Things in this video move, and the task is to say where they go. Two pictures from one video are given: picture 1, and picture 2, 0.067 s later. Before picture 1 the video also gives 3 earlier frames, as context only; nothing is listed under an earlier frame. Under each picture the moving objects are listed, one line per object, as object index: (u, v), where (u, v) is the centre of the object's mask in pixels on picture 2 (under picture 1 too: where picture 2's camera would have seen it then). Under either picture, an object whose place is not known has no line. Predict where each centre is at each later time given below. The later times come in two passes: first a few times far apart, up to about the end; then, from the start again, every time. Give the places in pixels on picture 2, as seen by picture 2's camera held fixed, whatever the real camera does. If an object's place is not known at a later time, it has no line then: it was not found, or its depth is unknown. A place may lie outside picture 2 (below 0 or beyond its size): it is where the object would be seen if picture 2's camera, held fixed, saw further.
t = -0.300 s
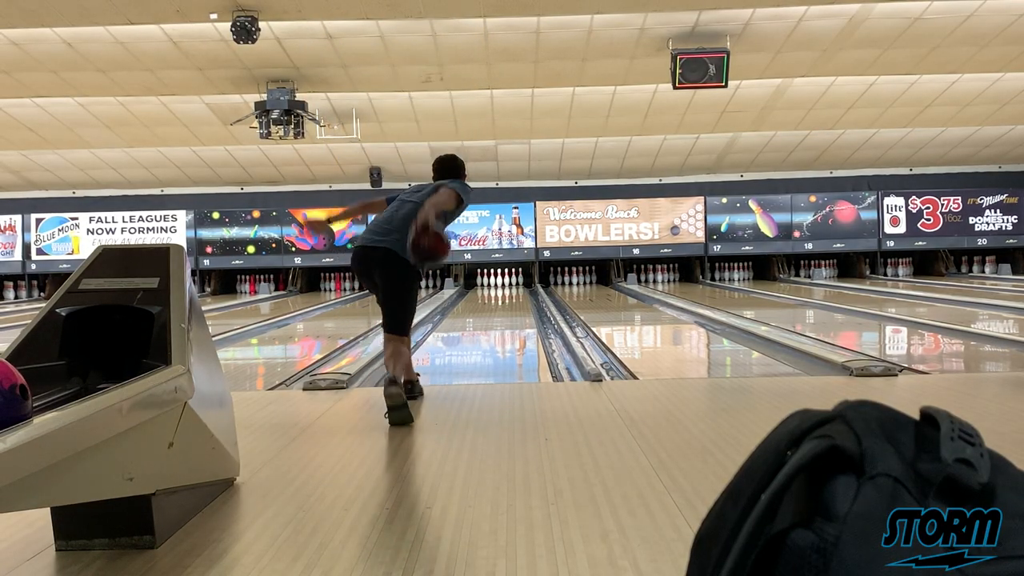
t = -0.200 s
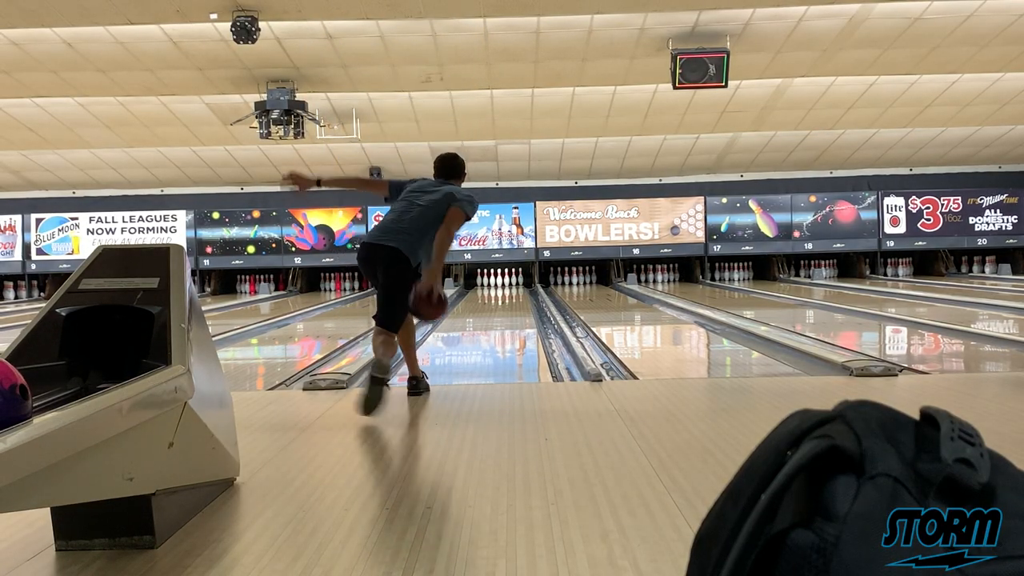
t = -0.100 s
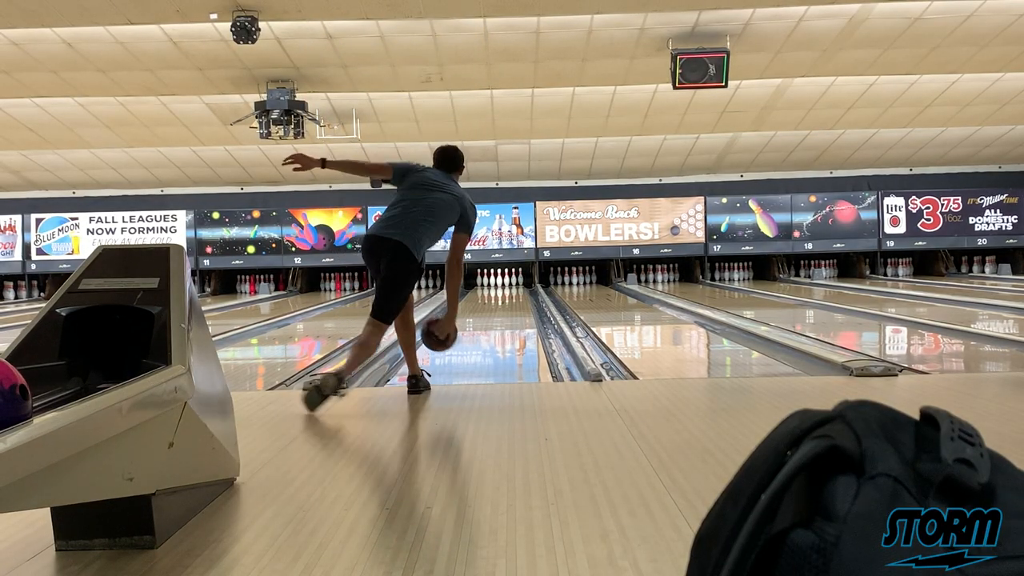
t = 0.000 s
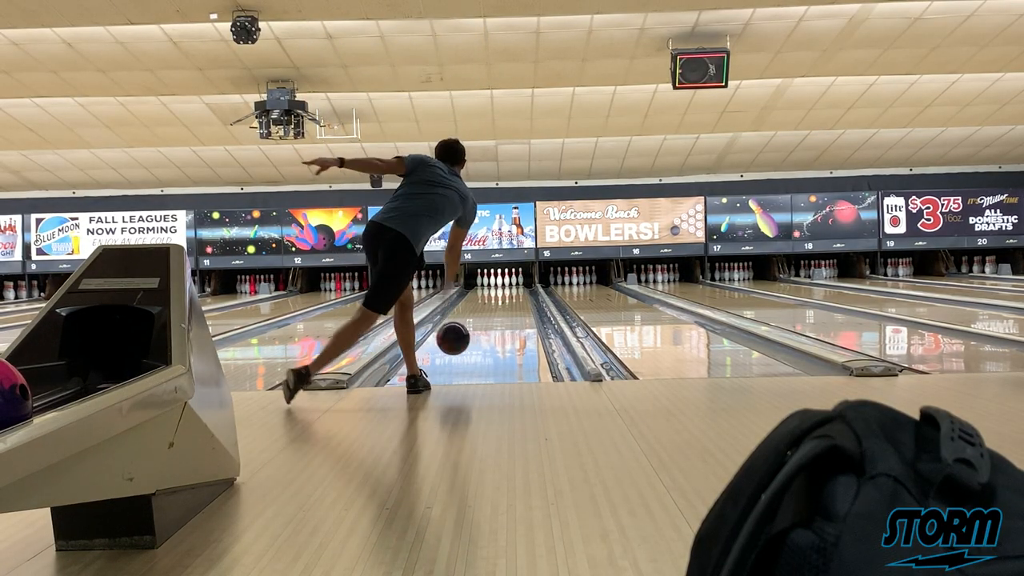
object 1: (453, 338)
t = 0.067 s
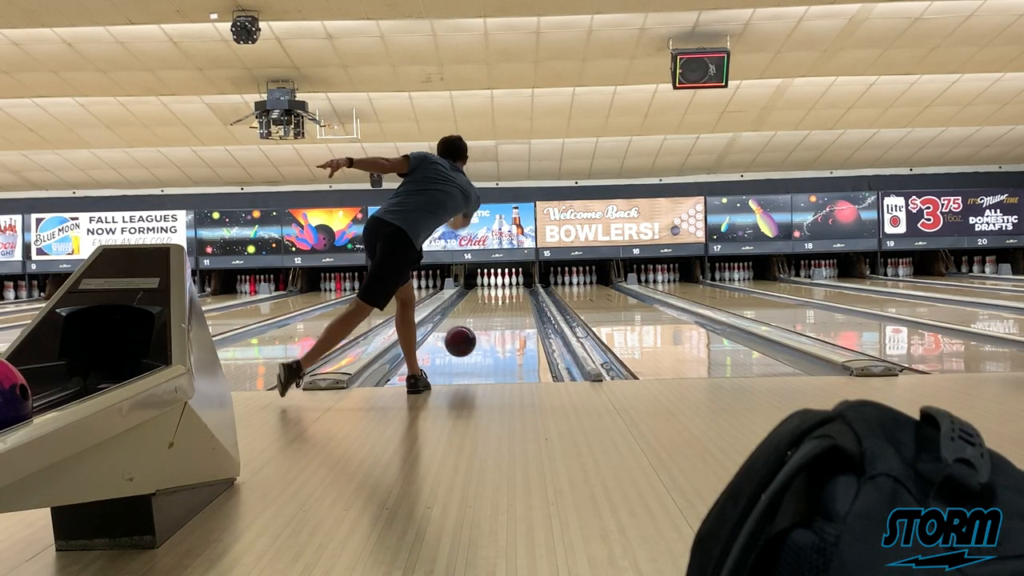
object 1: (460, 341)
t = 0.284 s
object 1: (479, 340)
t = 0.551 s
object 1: (494, 324)
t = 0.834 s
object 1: (505, 313)
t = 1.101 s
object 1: (512, 304)
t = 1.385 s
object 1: (517, 298)
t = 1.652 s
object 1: (520, 293)
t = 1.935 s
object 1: (520, 288)
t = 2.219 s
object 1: (515, 286)
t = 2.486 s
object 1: (508, 284)
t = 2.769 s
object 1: (504, 282)
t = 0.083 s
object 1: (462, 343)
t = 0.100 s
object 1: (463, 345)
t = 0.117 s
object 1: (465, 347)
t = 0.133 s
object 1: (467, 350)
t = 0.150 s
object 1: (468, 350)
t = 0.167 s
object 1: (469, 348)
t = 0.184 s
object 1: (471, 346)
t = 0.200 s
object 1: (472, 345)
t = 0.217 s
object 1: (473, 344)
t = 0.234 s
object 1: (475, 343)
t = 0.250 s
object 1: (476, 342)
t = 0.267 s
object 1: (477, 341)
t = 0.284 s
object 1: (479, 340)
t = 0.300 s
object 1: (480, 338)
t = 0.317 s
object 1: (481, 337)
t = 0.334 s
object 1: (482, 336)
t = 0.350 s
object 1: (483, 335)
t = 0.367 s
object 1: (484, 334)
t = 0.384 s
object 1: (485, 333)
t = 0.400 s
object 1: (486, 332)
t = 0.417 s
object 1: (487, 331)
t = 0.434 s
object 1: (488, 330)
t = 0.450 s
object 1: (489, 329)
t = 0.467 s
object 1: (490, 328)
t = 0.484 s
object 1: (491, 327)
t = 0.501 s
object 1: (491, 326)
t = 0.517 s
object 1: (492, 326)
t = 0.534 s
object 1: (493, 325)
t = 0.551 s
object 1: (494, 324)
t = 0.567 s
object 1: (494, 323)
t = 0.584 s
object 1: (495, 322)
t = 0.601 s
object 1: (496, 322)
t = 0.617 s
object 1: (497, 321)
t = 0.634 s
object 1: (498, 320)
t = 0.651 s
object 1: (498, 320)
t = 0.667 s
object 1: (499, 319)
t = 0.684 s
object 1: (500, 318)
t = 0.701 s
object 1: (500, 318)
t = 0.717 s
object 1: (501, 317)
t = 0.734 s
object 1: (501, 317)
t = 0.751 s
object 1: (502, 316)
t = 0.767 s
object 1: (502, 315)
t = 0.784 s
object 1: (503, 315)
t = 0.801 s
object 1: (504, 314)
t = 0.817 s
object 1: (504, 314)
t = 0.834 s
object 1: (505, 313)
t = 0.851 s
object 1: (506, 312)
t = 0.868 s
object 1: (506, 312)
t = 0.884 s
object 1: (507, 311)
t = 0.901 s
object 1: (507, 311)
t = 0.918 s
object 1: (507, 310)
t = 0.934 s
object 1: (508, 309)
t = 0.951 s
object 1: (509, 309)
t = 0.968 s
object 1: (509, 308)
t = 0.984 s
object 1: (509, 308)
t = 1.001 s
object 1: (510, 307)
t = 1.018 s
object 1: (510, 307)
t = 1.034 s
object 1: (511, 306)
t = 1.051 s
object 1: (511, 306)
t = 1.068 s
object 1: (511, 305)
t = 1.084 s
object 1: (512, 305)
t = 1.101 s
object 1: (512, 304)
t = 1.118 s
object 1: (513, 304)
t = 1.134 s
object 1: (513, 304)
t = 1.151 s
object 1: (513, 303)
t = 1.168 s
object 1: (514, 303)
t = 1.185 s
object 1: (514, 302)
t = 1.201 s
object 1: (514, 302)
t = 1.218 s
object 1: (515, 301)
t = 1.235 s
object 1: (515, 301)
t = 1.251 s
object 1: (515, 301)
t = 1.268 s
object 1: (515, 300)
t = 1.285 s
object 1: (516, 300)
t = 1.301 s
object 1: (516, 299)
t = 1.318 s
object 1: (516, 299)
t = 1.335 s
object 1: (517, 299)
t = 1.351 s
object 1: (517, 298)
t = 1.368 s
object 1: (517, 298)
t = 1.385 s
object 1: (517, 298)
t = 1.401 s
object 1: (517, 298)
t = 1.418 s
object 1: (518, 297)
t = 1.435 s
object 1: (518, 297)
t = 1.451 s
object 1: (518, 296)
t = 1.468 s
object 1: (518, 296)
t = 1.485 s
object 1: (518, 296)
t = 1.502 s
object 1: (519, 296)
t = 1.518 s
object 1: (518, 296)
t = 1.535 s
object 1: (519, 295)
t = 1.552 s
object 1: (519, 295)
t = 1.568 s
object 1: (520, 294)
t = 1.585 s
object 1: (520, 294)
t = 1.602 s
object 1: (520, 293)
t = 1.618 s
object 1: (520, 293)
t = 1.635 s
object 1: (520, 293)
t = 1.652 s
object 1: (520, 293)
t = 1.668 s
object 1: (520, 292)
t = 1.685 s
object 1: (520, 292)
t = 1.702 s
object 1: (521, 292)
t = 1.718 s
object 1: (521, 292)
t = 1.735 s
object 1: (521, 292)
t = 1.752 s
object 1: (520, 291)
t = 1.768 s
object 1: (520, 291)
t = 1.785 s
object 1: (521, 291)
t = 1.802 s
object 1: (521, 291)
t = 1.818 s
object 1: (520, 290)
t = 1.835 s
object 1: (520, 290)
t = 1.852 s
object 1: (521, 290)
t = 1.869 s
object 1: (521, 290)
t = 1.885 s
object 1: (521, 289)
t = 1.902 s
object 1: (521, 289)
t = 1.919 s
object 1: (520, 289)
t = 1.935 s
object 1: (520, 288)
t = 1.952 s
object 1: (520, 288)
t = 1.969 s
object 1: (520, 288)
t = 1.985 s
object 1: (520, 288)
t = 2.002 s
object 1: (520, 288)
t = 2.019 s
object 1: (519, 288)
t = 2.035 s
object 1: (519, 288)
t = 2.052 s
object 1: (518, 287)
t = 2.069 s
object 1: (518, 287)
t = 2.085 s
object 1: (518, 287)
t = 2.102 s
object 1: (518, 287)
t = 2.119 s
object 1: (517, 287)
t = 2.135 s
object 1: (517, 286)
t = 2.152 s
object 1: (517, 287)
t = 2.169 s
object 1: (516, 286)
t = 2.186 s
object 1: (515, 286)
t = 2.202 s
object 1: (515, 286)
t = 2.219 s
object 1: (515, 286)
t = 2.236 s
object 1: (514, 286)
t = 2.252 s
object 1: (514, 285)
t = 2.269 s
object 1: (514, 285)
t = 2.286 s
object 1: (514, 285)
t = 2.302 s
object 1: (513, 285)
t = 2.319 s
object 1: (512, 285)
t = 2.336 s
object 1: (512, 285)
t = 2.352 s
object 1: (512, 284)
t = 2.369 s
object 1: (511, 284)
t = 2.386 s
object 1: (511, 284)
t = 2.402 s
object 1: (510, 284)
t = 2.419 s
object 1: (510, 284)
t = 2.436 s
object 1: (510, 284)
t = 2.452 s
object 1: (509, 284)
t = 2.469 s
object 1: (509, 284)
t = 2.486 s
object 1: (508, 284)
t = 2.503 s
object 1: (508, 284)
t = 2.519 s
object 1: (508, 283)
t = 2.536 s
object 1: (507, 283)
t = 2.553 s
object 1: (507, 283)
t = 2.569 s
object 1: (507, 283)
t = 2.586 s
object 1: (506, 283)
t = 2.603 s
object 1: (506, 283)
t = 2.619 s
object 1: (506, 282)
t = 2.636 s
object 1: (506, 282)
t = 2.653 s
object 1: (505, 283)
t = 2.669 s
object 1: (505, 282)
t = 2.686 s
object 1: (504, 282)
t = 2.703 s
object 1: (504, 282)
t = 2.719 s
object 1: (503, 282)
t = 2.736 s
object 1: (503, 282)
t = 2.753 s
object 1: (504, 282)
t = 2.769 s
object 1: (504, 282)
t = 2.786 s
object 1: (504, 282)
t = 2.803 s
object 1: (504, 282)
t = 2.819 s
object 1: (504, 282)
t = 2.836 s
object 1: (504, 281)
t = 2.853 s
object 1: (504, 281)
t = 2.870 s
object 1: (504, 281)
